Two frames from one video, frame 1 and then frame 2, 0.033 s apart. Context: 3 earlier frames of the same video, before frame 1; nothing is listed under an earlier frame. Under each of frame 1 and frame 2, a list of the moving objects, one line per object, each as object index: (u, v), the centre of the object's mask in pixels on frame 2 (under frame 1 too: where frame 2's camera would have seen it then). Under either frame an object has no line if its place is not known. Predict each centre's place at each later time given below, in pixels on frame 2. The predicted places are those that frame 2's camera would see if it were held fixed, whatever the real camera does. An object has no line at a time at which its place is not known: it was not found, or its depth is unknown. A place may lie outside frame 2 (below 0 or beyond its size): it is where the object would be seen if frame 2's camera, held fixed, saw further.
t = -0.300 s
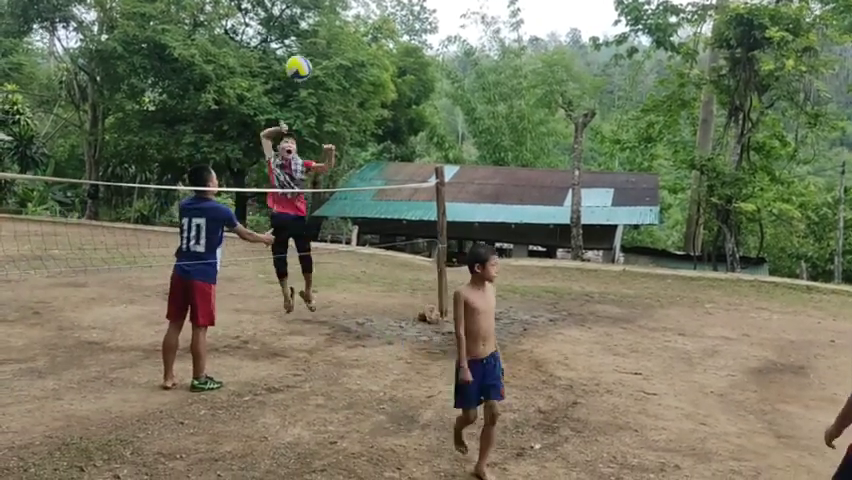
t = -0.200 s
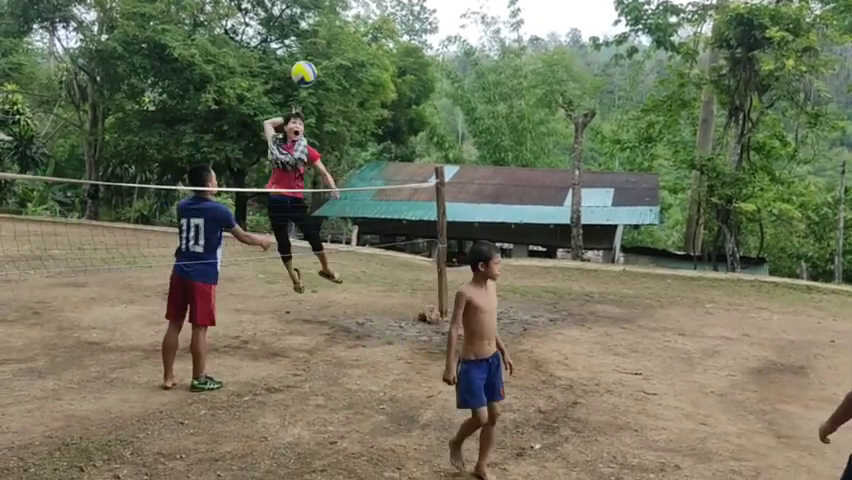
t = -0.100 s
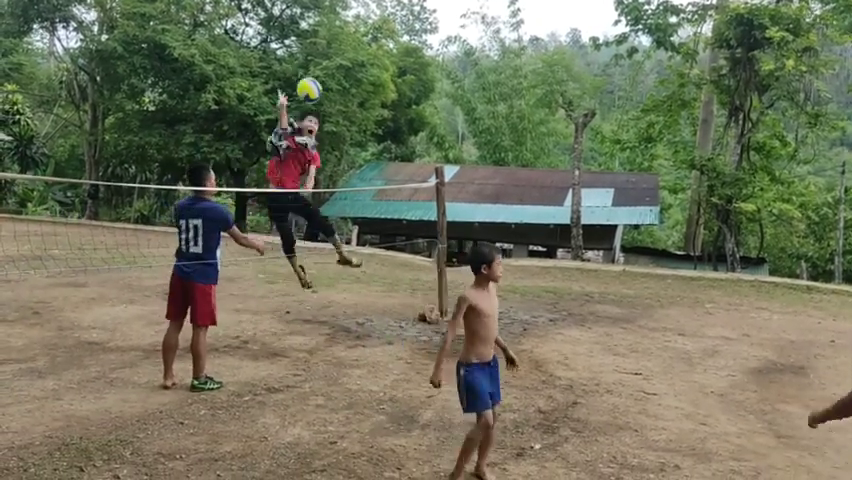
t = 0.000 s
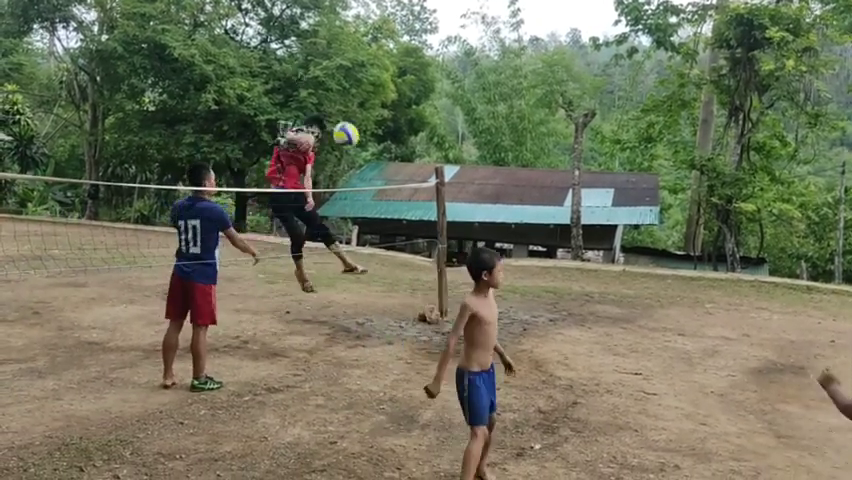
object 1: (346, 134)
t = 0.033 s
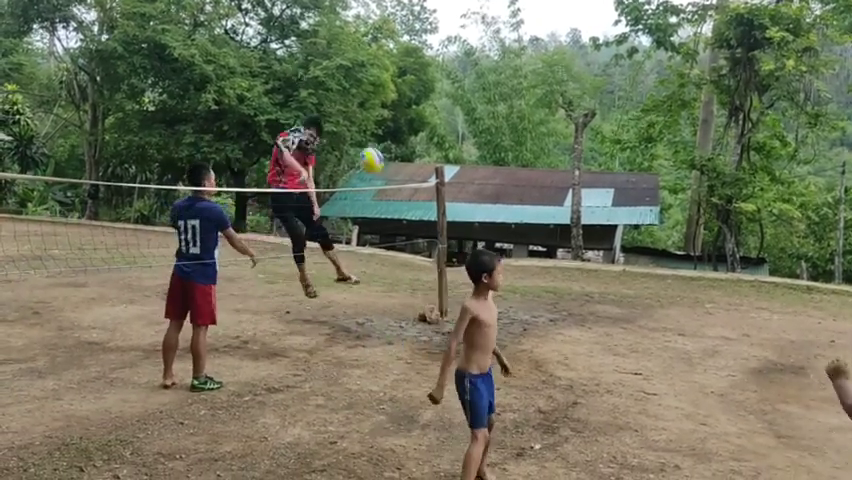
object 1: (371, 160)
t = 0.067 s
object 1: (396, 186)
